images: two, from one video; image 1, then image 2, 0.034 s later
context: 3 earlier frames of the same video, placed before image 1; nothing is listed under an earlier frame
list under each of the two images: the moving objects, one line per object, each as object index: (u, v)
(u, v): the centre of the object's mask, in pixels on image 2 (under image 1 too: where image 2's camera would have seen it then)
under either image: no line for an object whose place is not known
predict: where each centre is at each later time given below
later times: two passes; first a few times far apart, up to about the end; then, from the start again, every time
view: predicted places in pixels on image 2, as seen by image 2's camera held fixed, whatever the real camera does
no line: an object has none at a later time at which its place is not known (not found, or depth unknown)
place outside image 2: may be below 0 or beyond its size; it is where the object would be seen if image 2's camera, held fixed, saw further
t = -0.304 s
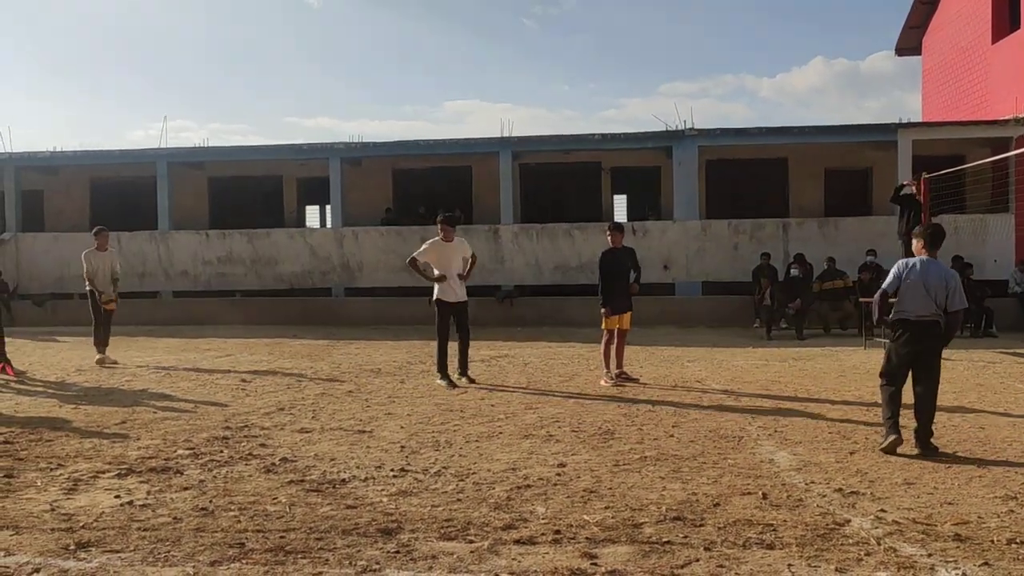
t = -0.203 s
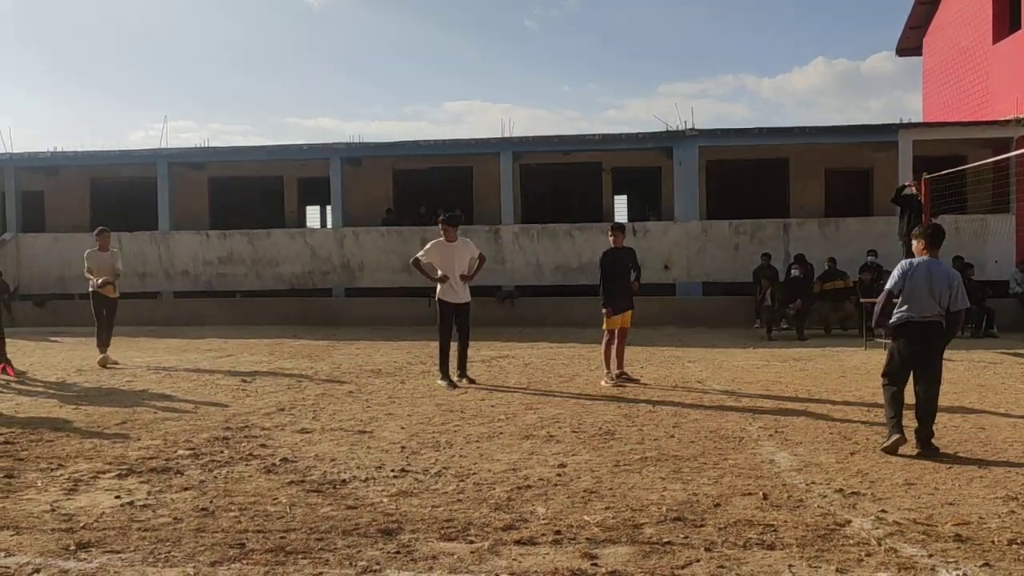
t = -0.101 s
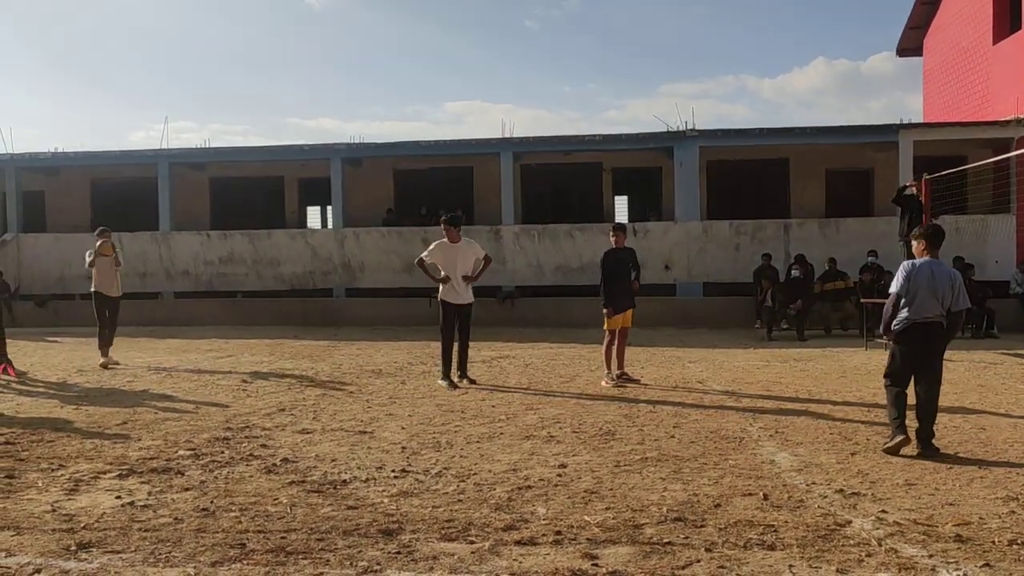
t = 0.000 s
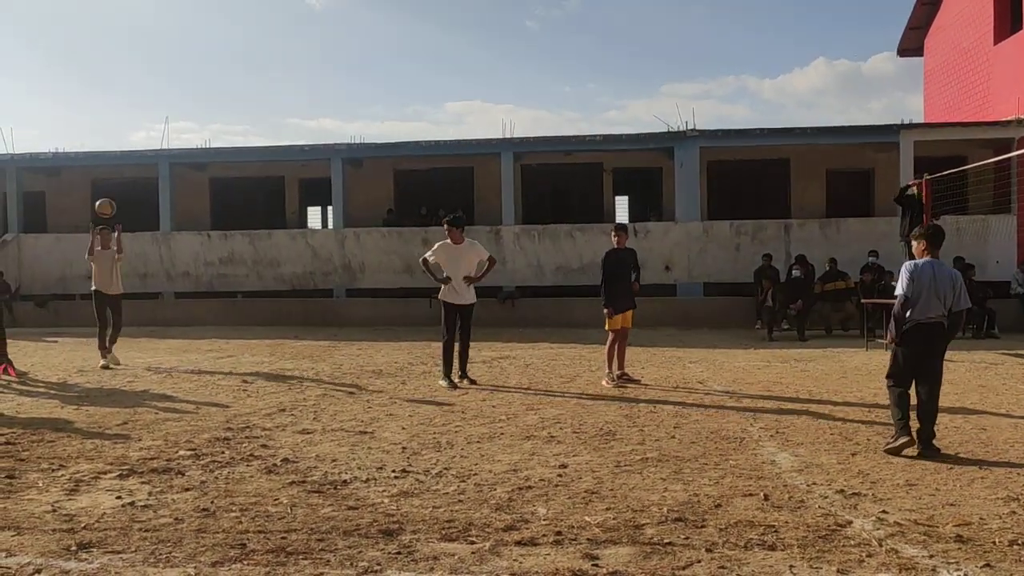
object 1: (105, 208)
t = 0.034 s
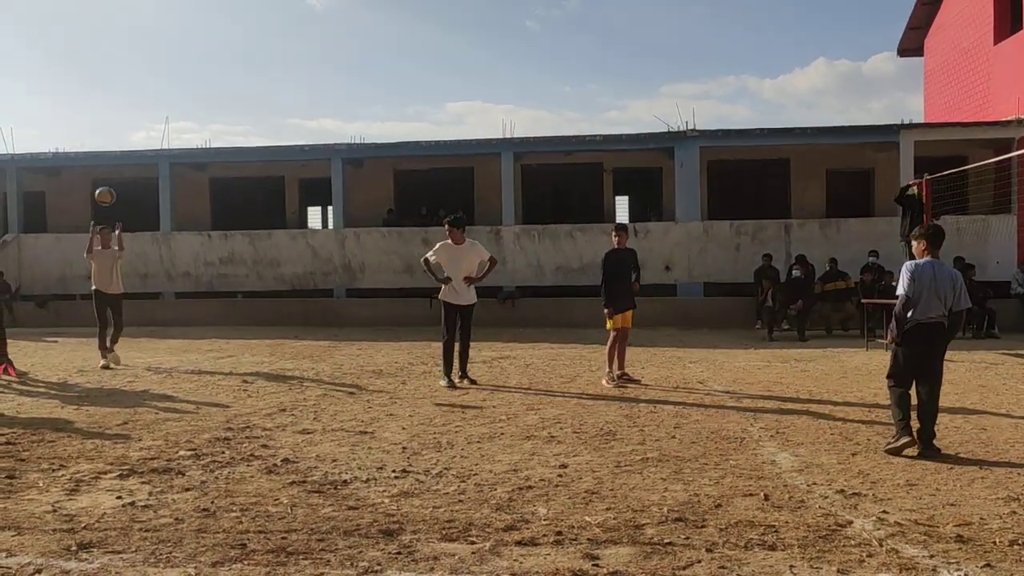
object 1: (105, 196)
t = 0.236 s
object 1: (104, 145)
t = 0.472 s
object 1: (102, 129)
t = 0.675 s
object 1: (102, 160)
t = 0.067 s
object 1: (104, 185)
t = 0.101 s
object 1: (104, 175)
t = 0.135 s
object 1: (104, 166)
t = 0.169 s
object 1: (103, 159)
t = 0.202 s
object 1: (104, 151)
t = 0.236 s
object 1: (104, 145)
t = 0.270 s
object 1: (104, 140)
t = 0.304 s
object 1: (103, 136)
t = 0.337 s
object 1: (103, 132)
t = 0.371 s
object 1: (103, 130)
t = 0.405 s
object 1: (103, 128)
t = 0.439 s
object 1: (103, 128)
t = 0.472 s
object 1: (102, 129)
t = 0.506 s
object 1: (102, 130)
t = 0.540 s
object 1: (102, 133)
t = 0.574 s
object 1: (102, 141)
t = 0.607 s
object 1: (102, 146)
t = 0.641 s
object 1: (102, 153)
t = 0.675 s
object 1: (102, 160)
